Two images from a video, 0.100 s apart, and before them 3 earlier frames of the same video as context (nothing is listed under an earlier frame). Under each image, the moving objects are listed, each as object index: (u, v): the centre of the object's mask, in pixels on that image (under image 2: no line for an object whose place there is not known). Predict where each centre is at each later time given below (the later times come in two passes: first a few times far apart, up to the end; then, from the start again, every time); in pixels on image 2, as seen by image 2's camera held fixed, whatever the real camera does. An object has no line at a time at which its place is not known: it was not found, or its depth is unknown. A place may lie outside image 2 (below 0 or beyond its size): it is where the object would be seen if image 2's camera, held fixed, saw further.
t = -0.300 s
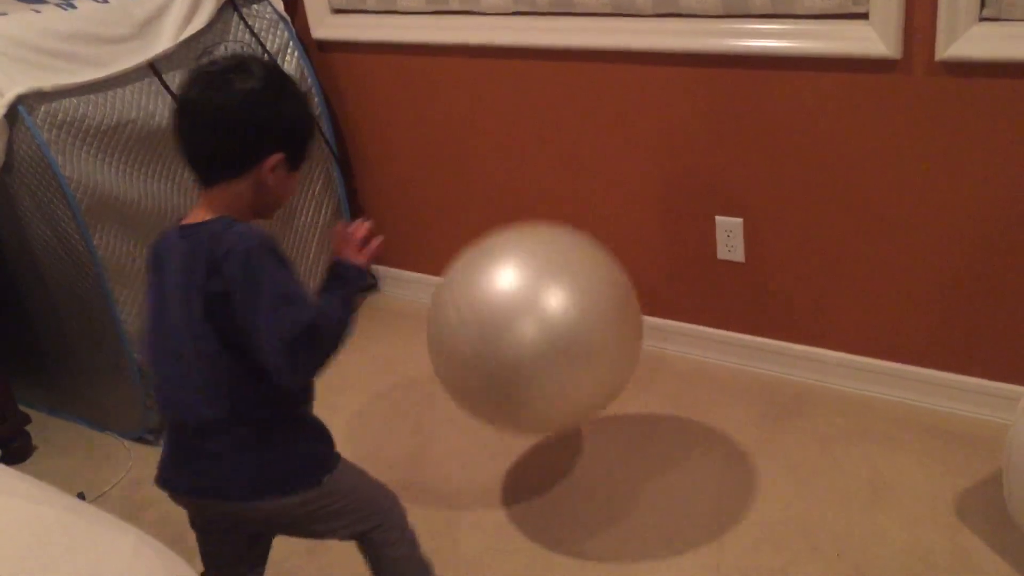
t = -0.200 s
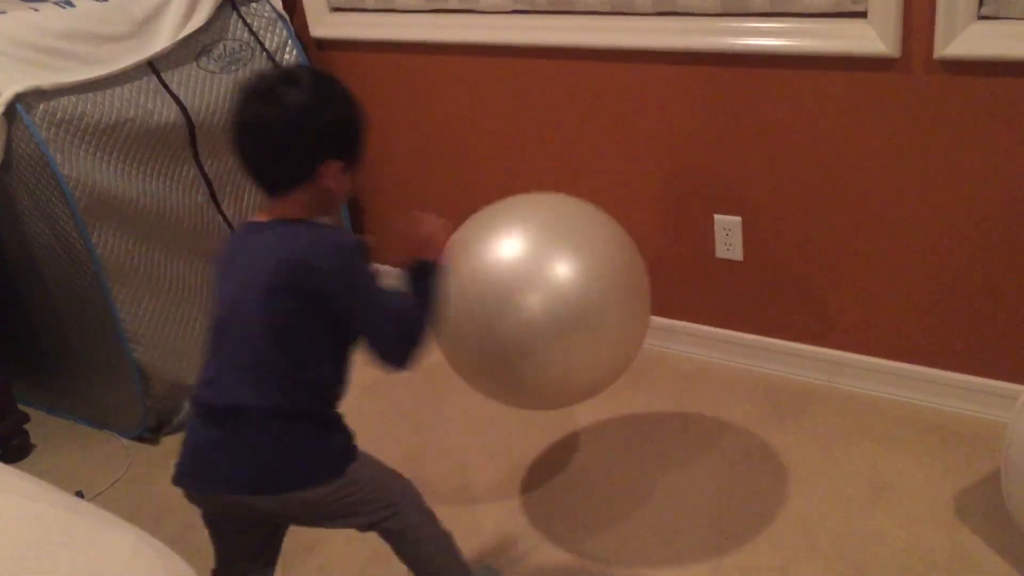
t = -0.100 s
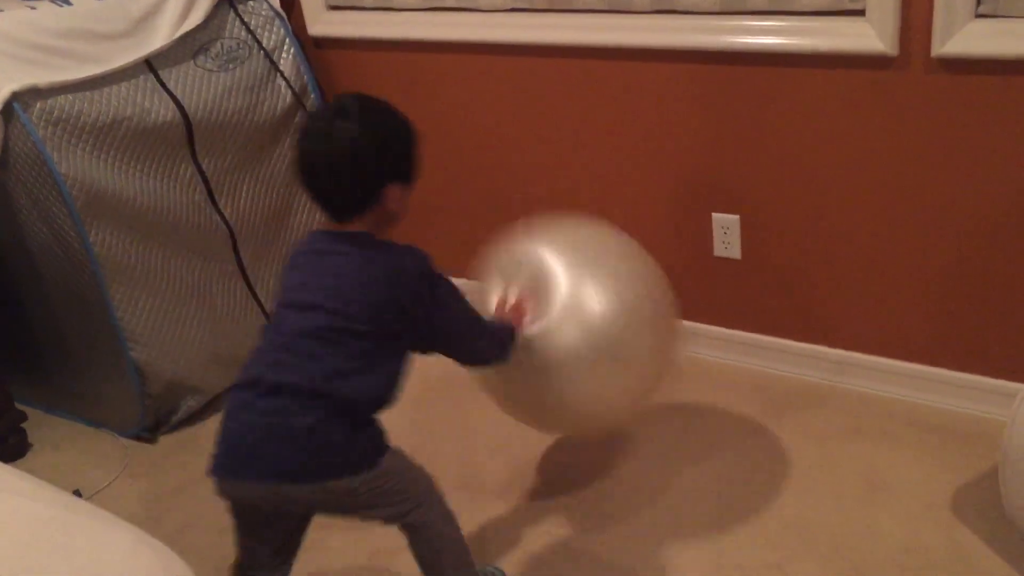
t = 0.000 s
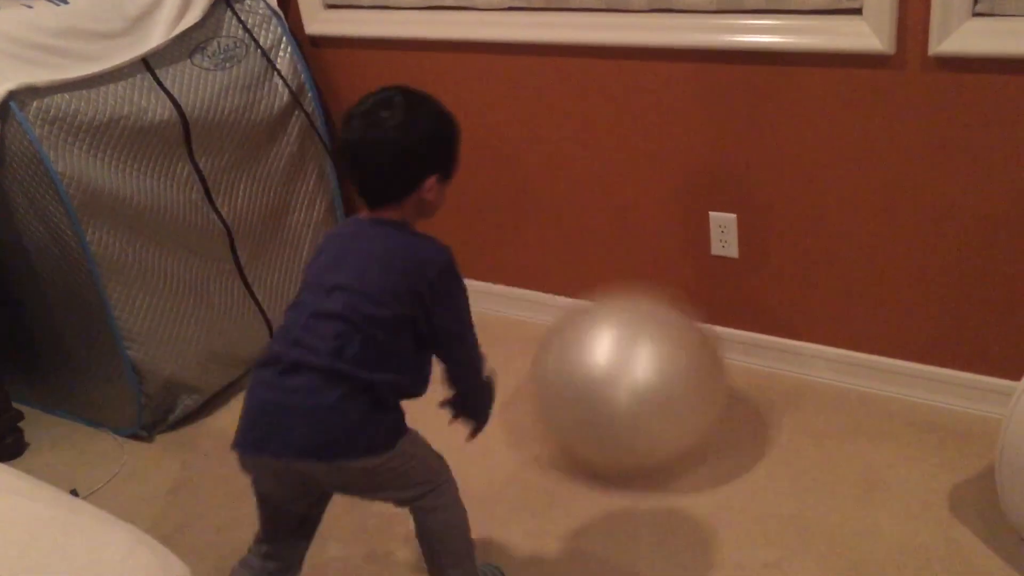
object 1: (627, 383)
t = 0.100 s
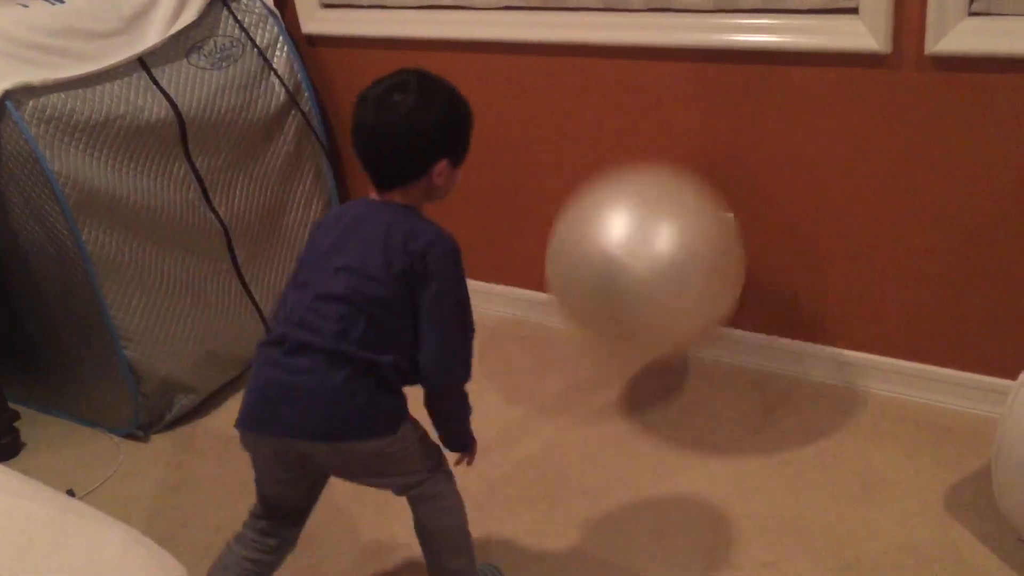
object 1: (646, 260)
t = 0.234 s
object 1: (676, 150)
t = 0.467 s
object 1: (662, 172)
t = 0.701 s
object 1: (657, 445)
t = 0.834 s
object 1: (656, 351)
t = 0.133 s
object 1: (653, 225)
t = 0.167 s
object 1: (660, 199)
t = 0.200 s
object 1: (668, 172)
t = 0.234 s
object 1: (676, 150)
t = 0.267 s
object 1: (680, 138)
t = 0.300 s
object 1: (677, 132)
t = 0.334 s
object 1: (673, 130)
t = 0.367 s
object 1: (670, 133)
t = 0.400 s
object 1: (667, 142)
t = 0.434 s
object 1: (664, 155)
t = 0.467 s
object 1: (662, 172)
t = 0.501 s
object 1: (660, 195)
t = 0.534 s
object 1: (659, 221)
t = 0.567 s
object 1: (658, 252)
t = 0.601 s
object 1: (656, 292)
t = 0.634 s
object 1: (656, 338)
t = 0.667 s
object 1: (657, 386)
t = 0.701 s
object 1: (657, 445)
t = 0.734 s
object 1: (656, 444)
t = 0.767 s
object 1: (657, 410)
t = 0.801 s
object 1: (656, 376)
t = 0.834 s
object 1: (656, 351)
